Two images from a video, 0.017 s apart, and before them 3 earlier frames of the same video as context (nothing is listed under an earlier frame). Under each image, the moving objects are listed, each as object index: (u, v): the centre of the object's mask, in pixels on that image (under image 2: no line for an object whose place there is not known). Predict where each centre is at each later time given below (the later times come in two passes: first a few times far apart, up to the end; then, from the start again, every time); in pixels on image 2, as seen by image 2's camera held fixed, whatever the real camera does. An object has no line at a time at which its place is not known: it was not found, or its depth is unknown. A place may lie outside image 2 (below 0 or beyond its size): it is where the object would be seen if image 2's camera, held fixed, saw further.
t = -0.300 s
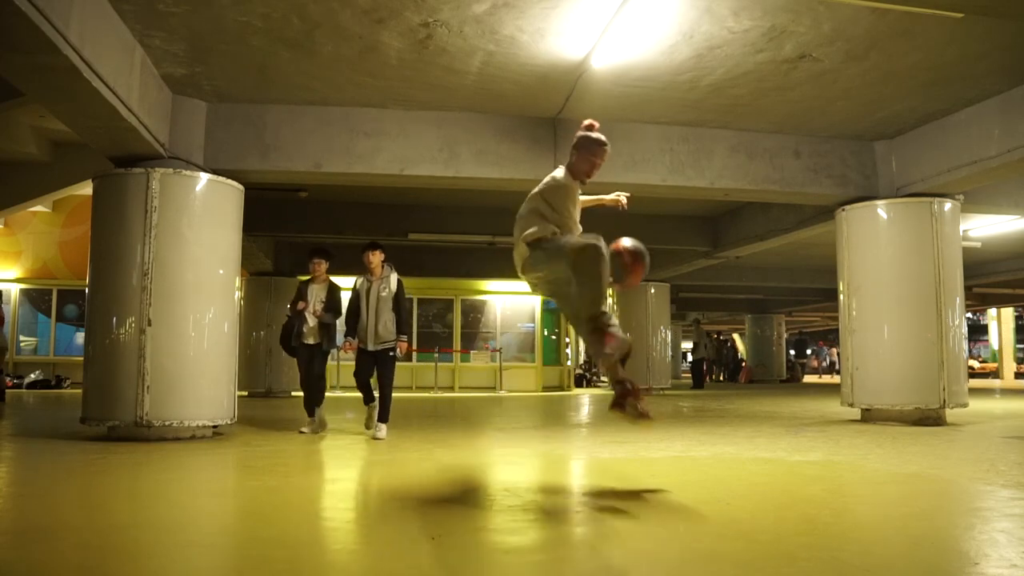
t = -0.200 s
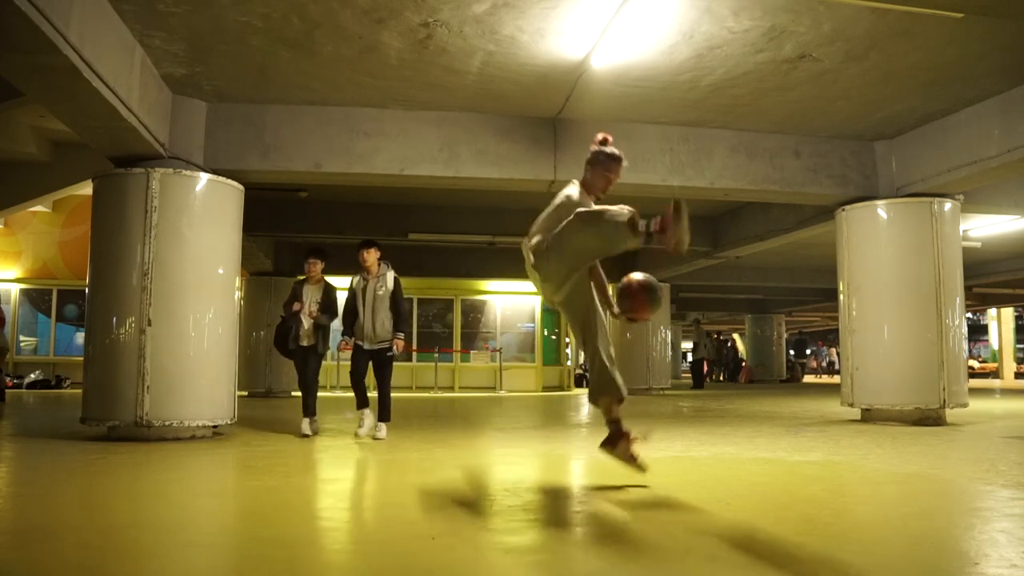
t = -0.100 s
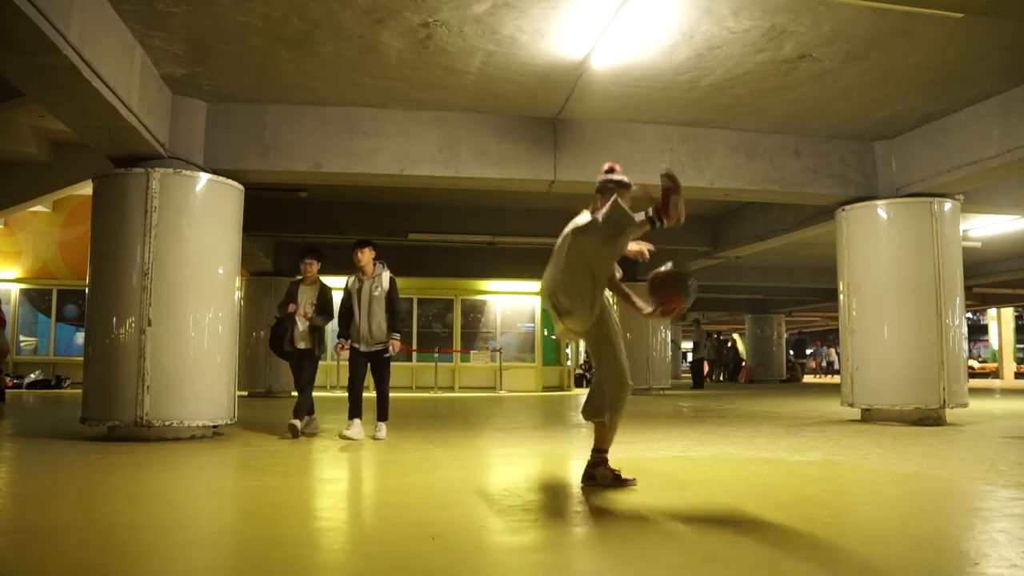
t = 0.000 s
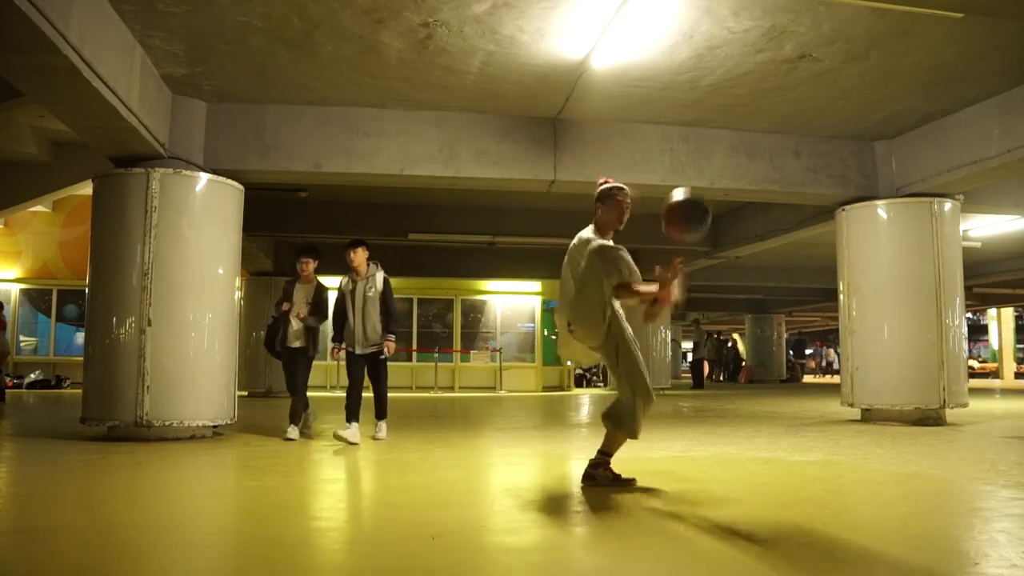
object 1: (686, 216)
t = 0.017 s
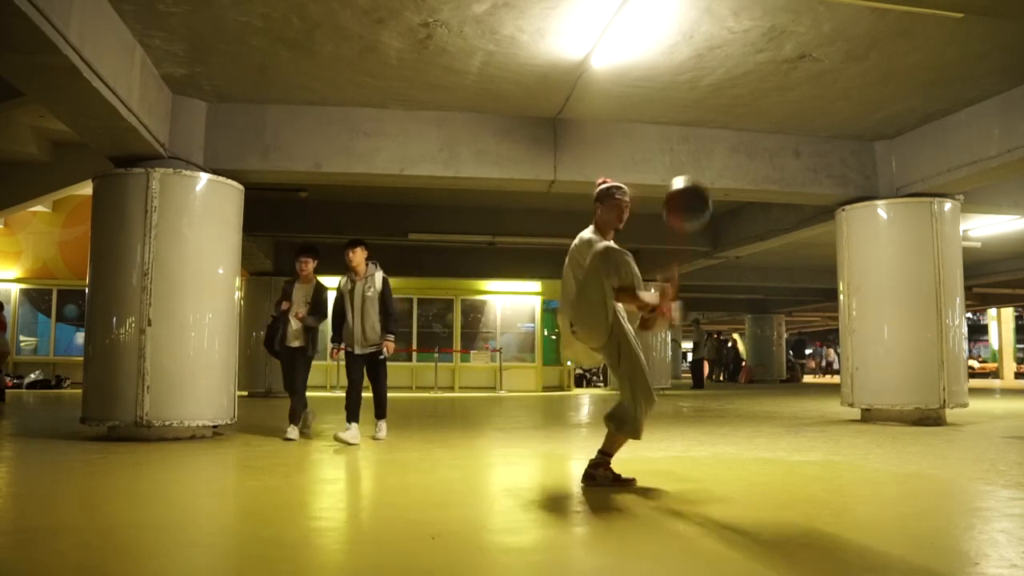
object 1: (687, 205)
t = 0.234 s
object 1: (694, 102)
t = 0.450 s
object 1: (705, 90)
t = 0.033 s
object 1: (687, 194)
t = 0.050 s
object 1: (687, 178)
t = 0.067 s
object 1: (688, 170)
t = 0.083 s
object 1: (688, 161)
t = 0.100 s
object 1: (689, 153)
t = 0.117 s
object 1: (690, 144)
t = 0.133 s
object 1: (690, 136)
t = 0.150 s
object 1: (691, 129)
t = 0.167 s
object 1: (691, 123)
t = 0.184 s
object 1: (692, 117)
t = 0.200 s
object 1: (693, 111)
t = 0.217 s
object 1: (693, 106)
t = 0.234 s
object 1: (694, 102)
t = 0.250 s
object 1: (695, 98)
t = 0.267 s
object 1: (696, 94)
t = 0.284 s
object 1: (697, 91)
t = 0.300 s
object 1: (697, 88)
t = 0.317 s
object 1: (698, 87)
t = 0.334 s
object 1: (699, 85)
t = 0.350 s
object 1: (700, 85)
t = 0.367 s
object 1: (701, 84)
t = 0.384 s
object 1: (702, 84)
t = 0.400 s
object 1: (703, 85)
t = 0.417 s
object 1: (703, 86)
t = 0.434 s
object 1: (704, 88)
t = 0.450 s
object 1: (705, 90)
